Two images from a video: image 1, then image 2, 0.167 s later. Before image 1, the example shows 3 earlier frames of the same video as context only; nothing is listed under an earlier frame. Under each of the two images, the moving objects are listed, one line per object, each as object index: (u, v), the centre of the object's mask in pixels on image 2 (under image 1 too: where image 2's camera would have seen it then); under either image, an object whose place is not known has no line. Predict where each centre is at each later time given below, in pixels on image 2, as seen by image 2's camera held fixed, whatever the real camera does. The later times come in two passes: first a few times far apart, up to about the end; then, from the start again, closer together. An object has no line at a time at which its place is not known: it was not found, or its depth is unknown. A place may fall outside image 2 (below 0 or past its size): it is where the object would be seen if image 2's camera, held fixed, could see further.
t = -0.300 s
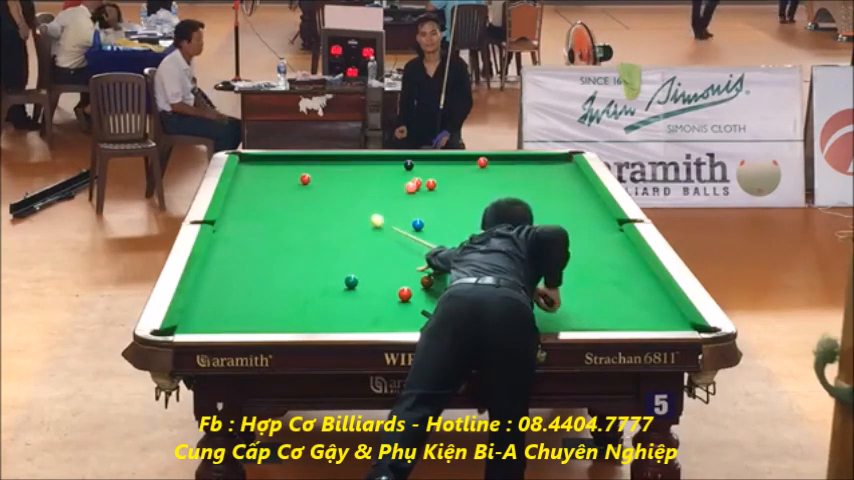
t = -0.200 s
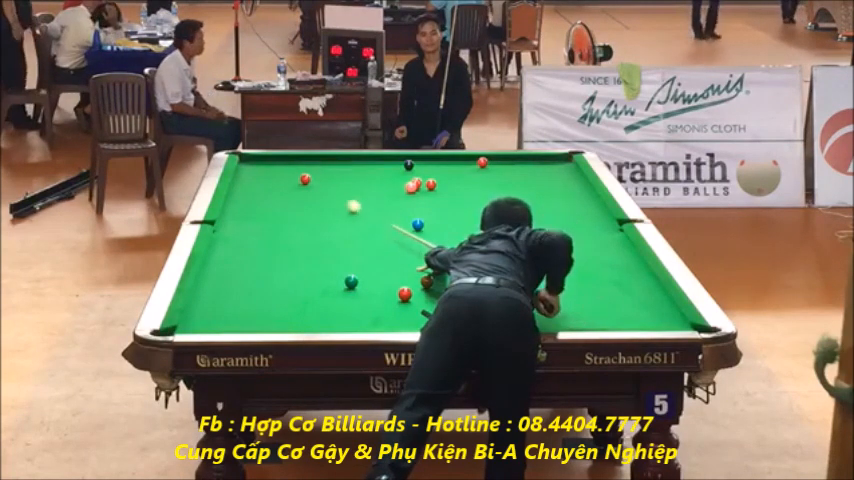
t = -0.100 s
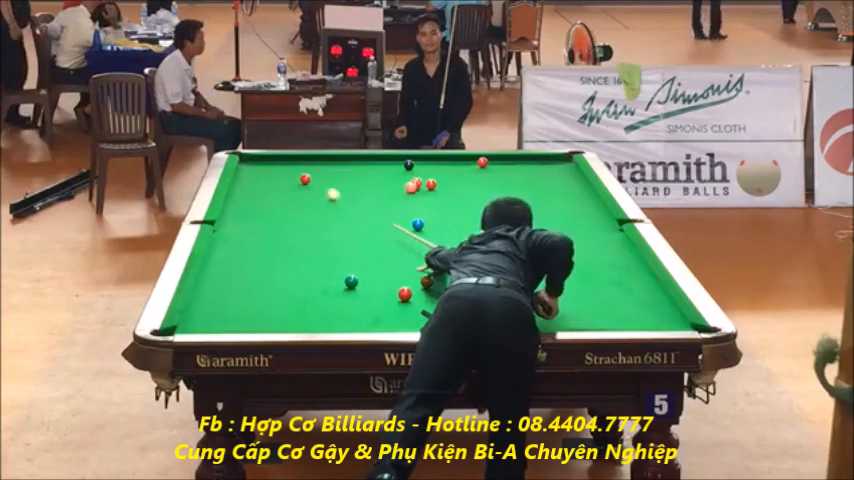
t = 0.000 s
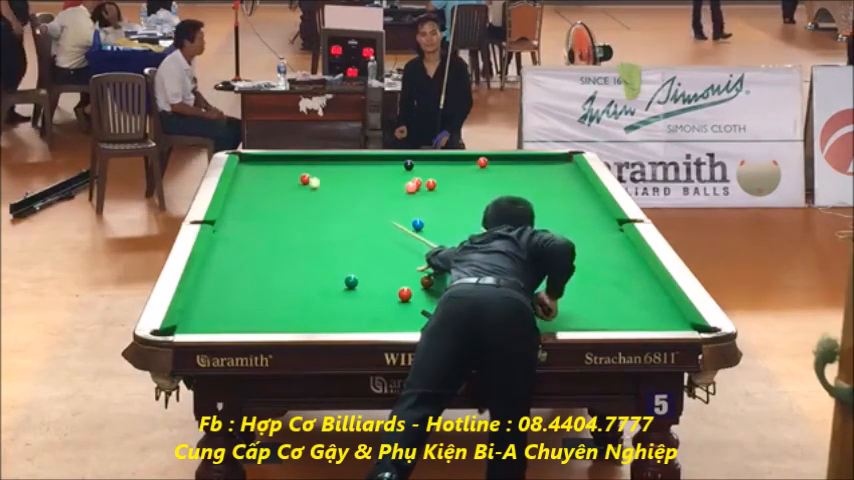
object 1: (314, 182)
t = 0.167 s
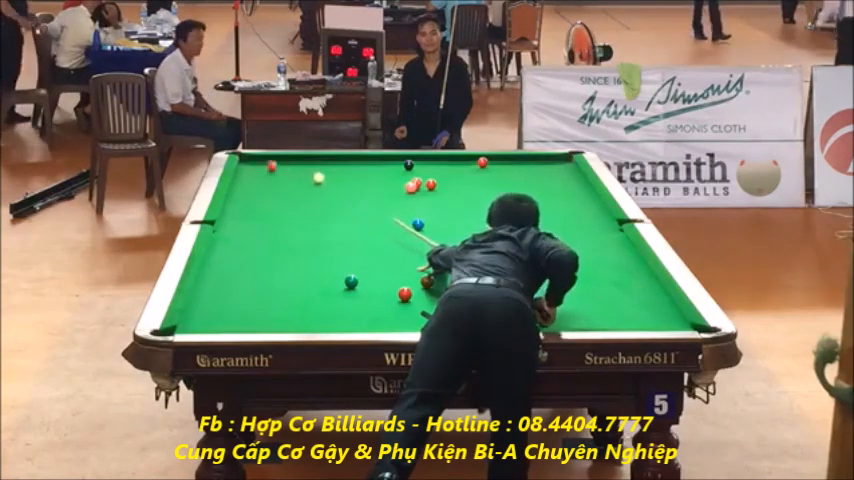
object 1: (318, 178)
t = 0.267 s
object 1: (321, 175)
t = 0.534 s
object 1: (324, 166)
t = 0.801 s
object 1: (326, 158)
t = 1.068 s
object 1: (329, 161)
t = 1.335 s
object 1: (331, 165)
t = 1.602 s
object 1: (334, 171)
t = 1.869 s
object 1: (336, 176)
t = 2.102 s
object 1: (338, 181)
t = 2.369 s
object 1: (340, 185)
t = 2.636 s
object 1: (341, 189)
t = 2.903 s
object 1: (343, 194)
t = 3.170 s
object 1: (345, 198)
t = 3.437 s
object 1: (346, 202)
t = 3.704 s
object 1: (348, 205)
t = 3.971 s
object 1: (349, 208)
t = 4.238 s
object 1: (350, 211)
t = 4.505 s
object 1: (351, 214)
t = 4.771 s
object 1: (352, 216)
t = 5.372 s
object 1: (353, 219)
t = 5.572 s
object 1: (352, 220)
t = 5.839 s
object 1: (352, 221)
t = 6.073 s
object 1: (351, 221)
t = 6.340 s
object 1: (351, 221)
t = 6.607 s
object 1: (351, 221)
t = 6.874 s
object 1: (351, 221)
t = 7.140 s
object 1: (351, 221)
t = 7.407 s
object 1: (351, 221)
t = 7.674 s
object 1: (351, 221)
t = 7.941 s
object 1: (351, 221)
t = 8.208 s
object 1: (351, 221)
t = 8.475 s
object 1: (351, 221)
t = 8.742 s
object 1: (351, 221)
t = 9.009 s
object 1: (351, 221)
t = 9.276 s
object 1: (351, 221)
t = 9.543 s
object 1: (351, 221)
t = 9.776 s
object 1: (351, 221)
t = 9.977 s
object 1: (351, 221)
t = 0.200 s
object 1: (319, 177)
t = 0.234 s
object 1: (321, 176)
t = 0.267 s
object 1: (321, 175)
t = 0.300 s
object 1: (322, 174)
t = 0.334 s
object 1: (323, 173)
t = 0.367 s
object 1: (323, 172)
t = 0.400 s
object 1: (323, 171)
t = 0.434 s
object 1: (323, 170)
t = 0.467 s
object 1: (324, 168)
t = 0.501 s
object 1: (324, 167)
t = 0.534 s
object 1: (324, 166)
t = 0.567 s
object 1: (325, 165)
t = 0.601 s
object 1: (325, 165)
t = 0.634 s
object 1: (325, 164)
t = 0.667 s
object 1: (325, 162)
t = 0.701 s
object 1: (325, 162)
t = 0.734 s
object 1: (326, 160)
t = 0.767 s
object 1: (326, 159)
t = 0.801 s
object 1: (326, 158)
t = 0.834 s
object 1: (327, 158)
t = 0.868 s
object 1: (327, 157)
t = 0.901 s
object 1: (327, 158)
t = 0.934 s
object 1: (327, 158)
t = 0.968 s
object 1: (328, 158)
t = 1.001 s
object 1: (328, 159)
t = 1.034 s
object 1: (328, 160)
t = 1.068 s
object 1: (329, 161)
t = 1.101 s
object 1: (329, 161)
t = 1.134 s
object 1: (329, 162)
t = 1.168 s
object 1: (330, 162)
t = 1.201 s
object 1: (330, 163)
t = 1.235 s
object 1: (330, 164)
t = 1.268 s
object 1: (331, 164)
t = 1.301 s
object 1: (331, 165)
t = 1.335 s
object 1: (331, 165)
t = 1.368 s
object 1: (331, 166)
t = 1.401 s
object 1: (332, 167)
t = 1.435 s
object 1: (332, 168)
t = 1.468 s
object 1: (332, 168)
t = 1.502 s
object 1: (332, 168)
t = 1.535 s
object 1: (333, 170)
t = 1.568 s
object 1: (334, 171)
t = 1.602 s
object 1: (334, 171)
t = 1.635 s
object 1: (334, 172)
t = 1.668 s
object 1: (333, 173)
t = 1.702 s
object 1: (332, 176)
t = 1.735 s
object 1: (336, 172)
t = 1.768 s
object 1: (335, 174)
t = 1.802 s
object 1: (335, 175)
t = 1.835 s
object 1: (336, 175)
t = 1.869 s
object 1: (336, 176)
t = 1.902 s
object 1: (336, 177)
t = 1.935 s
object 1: (336, 177)
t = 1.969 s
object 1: (336, 178)
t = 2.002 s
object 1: (337, 179)
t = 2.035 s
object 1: (337, 179)
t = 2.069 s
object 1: (337, 180)
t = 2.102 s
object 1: (338, 181)
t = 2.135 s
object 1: (338, 181)
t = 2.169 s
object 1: (339, 182)
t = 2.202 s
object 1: (339, 182)
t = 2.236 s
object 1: (339, 183)
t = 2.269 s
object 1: (339, 183)
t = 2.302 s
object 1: (339, 184)
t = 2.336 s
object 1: (339, 185)
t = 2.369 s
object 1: (340, 185)
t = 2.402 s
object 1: (340, 186)
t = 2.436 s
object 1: (340, 186)
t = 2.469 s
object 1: (341, 187)
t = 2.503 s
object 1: (341, 187)
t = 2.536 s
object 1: (341, 188)
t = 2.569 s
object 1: (341, 188)
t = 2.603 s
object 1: (341, 189)
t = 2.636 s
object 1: (341, 189)
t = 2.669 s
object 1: (342, 190)
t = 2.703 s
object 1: (342, 191)
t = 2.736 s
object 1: (342, 191)
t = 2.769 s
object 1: (343, 192)
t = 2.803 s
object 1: (343, 192)
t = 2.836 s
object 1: (343, 193)
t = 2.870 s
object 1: (343, 193)
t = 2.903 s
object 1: (343, 194)
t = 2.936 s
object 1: (343, 194)
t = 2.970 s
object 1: (344, 195)
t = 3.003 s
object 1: (344, 196)
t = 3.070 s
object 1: (345, 197)
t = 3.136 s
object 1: (345, 197)
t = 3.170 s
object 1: (345, 198)
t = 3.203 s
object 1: (345, 198)
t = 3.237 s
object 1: (345, 199)
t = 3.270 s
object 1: (346, 200)
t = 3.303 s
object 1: (346, 200)
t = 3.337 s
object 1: (346, 201)
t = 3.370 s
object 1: (346, 201)
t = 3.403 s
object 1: (346, 202)
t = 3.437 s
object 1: (346, 202)
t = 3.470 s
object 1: (346, 202)
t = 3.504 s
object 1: (347, 203)
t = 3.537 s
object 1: (347, 203)
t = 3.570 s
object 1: (347, 204)
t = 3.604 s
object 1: (347, 204)
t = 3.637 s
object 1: (347, 205)
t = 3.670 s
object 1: (348, 205)
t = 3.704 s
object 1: (348, 205)
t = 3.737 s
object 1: (348, 206)
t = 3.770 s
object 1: (348, 206)
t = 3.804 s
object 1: (348, 207)
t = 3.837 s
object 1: (348, 207)
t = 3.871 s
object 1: (348, 207)
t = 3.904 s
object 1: (348, 208)
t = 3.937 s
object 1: (349, 208)
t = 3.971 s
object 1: (349, 208)
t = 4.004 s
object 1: (349, 209)
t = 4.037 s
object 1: (349, 209)
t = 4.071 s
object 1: (349, 209)
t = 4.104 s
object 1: (349, 210)
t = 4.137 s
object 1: (349, 210)
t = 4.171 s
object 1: (349, 211)
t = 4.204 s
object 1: (350, 211)
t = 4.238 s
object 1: (350, 211)
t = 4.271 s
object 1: (350, 212)
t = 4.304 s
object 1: (350, 212)
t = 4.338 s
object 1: (350, 212)
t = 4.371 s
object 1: (350, 213)
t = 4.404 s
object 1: (350, 213)
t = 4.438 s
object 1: (350, 213)
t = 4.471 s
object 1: (351, 213)
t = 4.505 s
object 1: (351, 214)
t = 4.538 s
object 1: (351, 214)
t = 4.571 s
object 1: (351, 214)
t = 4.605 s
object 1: (351, 214)
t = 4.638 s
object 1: (351, 215)
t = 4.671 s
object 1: (351, 215)
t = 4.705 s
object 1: (351, 215)
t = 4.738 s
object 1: (352, 216)
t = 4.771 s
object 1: (352, 216)
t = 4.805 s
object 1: (352, 216)
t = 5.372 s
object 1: (353, 219)
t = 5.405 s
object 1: (353, 219)
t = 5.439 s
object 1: (353, 220)
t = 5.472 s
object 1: (353, 220)
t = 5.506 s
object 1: (353, 220)
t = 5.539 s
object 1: (353, 220)
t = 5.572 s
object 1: (352, 220)
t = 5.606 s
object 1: (352, 220)
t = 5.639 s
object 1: (352, 220)
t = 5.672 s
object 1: (352, 220)
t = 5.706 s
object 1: (352, 220)
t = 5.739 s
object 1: (352, 220)
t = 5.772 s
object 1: (352, 220)
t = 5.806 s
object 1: (352, 221)
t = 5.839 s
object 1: (352, 221)
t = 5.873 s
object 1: (352, 221)
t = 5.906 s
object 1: (352, 221)
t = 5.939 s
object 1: (351, 221)
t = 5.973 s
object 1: (351, 221)
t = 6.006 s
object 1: (351, 221)
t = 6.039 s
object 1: (351, 221)
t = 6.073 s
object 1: (351, 221)
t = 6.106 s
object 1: (351, 221)
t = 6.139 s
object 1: (351, 221)
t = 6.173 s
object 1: (351, 221)
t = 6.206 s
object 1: (351, 221)
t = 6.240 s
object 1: (351, 221)
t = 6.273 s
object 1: (351, 221)
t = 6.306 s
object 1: (351, 221)
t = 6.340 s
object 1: (351, 221)
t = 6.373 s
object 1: (351, 221)
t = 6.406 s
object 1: (351, 221)
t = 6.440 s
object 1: (351, 221)
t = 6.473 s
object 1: (351, 221)
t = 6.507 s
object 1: (351, 221)
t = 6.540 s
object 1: (351, 221)
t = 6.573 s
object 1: (351, 221)
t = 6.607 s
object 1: (351, 221)
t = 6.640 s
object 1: (351, 221)
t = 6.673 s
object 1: (351, 221)
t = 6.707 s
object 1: (351, 221)
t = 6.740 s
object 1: (351, 221)
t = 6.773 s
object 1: (351, 221)
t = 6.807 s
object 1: (351, 221)
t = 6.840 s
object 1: (351, 221)
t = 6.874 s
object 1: (351, 221)
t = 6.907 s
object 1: (351, 221)
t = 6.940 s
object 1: (351, 221)
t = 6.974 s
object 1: (351, 221)
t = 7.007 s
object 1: (351, 221)
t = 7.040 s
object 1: (351, 221)
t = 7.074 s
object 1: (351, 221)
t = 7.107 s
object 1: (351, 221)
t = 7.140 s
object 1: (351, 221)
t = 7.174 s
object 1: (351, 221)
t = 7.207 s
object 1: (351, 221)
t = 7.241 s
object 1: (351, 221)
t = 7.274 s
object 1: (351, 221)
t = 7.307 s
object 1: (351, 221)
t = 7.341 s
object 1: (351, 221)
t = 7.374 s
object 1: (351, 221)
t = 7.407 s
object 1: (351, 221)
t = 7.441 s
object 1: (351, 221)
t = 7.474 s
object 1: (351, 221)
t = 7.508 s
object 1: (351, 221)
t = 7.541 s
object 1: (351, 221)
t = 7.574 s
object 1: (351, 221)
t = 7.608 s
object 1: (351, 221)
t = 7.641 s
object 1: (351, 221)
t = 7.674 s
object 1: (351, 221)
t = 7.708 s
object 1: (351, 221)
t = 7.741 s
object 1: (351, 221)
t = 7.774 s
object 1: (351, 221)
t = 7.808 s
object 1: (351, 221)
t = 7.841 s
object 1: (351, 221)
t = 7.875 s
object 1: (351, 221)
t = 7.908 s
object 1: (351, 221)
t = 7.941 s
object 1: (351, 221)
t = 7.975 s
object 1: (351, 221)
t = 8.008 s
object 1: (351, 221)
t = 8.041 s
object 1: (351, 221)
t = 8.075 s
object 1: (351, 221)
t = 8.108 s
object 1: (351, 221)
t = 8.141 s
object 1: (351, 221)
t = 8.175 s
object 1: (351, 221)
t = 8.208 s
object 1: (351, 221)
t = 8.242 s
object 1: (351, 221)
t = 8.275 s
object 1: (351, 221)
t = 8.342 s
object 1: (351, 221)
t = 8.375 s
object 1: (351, 221)
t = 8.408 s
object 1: (351, 221)
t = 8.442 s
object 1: (351, 221)
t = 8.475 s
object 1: (351, 221)
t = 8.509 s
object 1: (351, 221)
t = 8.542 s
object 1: (351, 221)
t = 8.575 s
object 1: (351, 221)
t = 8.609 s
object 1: (351, 221)
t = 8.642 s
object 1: (351, 221)
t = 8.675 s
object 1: (351, 221)
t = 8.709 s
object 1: (351, 221)
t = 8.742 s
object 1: (351, 221)
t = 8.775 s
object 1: (351, 221)
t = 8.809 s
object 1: (351, 221)
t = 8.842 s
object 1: (351, 221)
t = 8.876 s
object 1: (351, 221)
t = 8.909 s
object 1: (351, 221)
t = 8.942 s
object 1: (351, 221)
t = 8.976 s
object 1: (351, 221)
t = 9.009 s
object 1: (351, 221)
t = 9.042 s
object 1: (351, 221)
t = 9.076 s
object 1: (351, 221)
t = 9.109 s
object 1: (351, 221)
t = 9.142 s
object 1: (351, 221)
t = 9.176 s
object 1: (351, 221)
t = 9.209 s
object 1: (351, 221)
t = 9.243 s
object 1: (351, 221)
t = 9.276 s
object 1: (351, 221)
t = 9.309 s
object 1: (351, 221)
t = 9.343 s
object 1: (351, 221)
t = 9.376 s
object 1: (351, 221)
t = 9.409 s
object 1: (351, 221)
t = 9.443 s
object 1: (351, 221)
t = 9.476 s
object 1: (351, 221)
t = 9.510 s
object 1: (351, 221)
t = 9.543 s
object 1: (351, 221)
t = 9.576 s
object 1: (351, 221)
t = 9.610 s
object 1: (351, 221)
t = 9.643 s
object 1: (351, 221)
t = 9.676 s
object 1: (351, 221)
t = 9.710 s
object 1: (351, 221)
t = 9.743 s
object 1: (351, 221)
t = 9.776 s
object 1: (351, 221)
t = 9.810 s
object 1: (351, 221)
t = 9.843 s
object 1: (351, 221)
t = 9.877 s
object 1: (351, 221)
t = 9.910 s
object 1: (351, 221)
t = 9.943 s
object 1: (351, 221)
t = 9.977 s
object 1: (351, 221)
